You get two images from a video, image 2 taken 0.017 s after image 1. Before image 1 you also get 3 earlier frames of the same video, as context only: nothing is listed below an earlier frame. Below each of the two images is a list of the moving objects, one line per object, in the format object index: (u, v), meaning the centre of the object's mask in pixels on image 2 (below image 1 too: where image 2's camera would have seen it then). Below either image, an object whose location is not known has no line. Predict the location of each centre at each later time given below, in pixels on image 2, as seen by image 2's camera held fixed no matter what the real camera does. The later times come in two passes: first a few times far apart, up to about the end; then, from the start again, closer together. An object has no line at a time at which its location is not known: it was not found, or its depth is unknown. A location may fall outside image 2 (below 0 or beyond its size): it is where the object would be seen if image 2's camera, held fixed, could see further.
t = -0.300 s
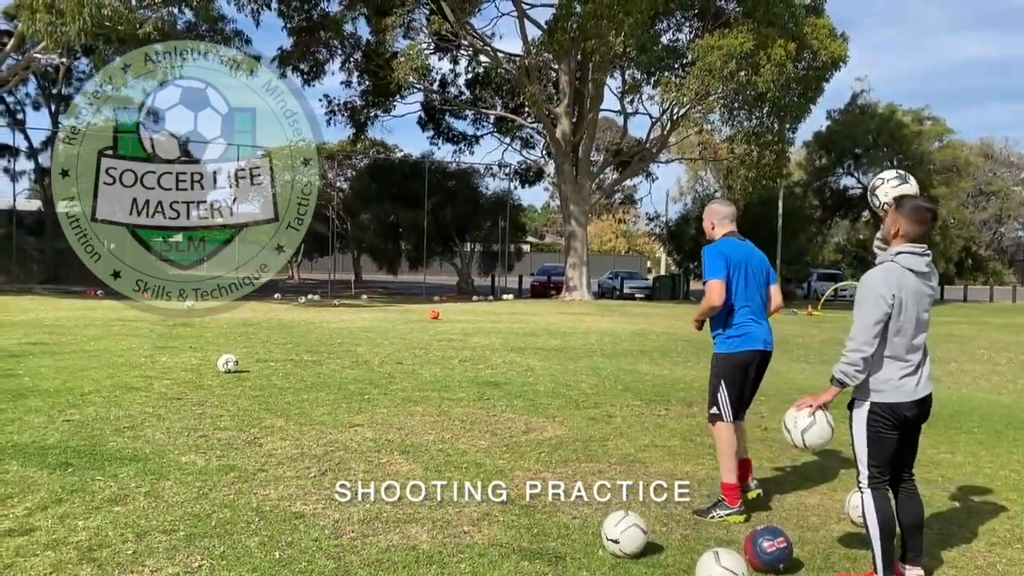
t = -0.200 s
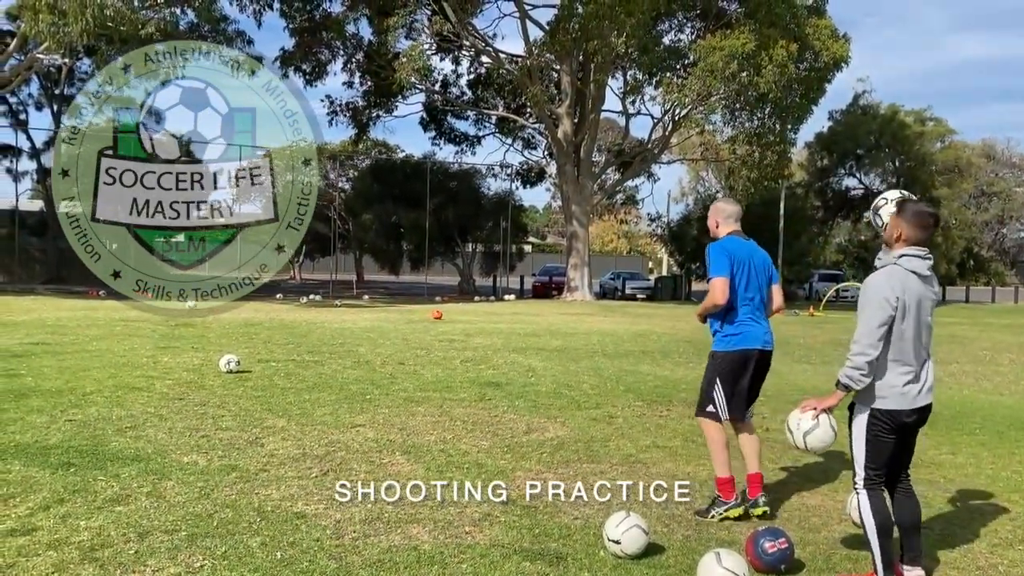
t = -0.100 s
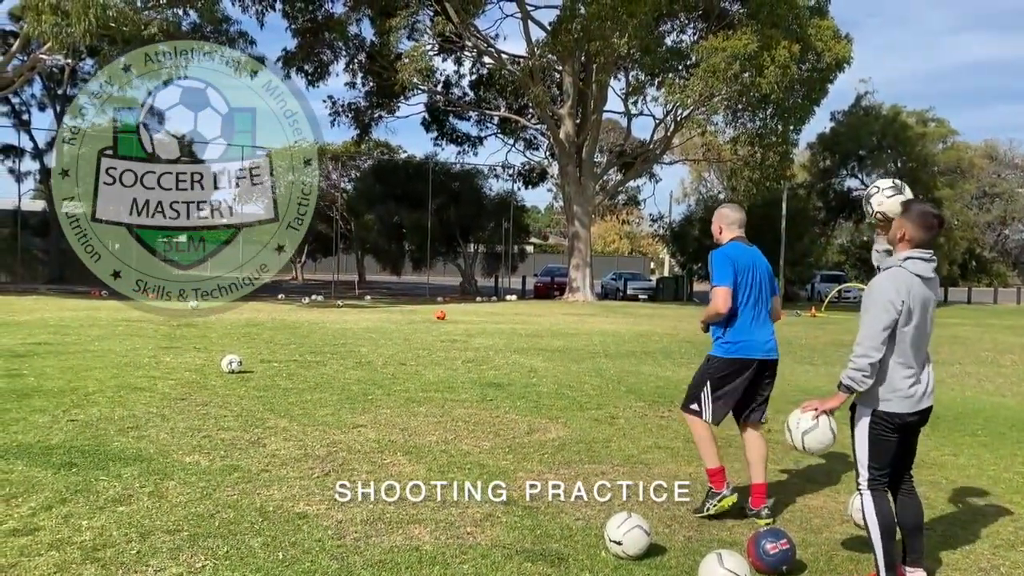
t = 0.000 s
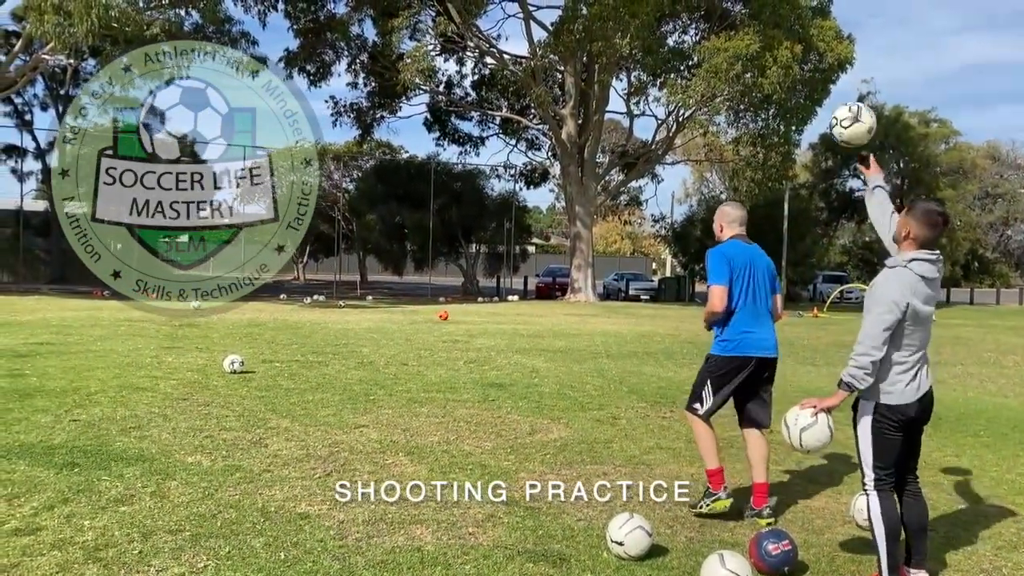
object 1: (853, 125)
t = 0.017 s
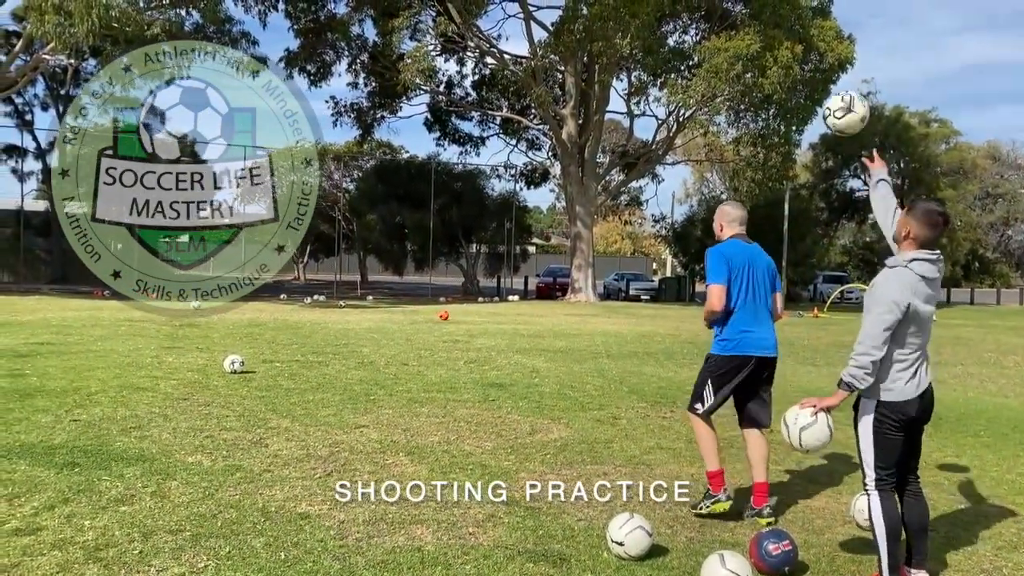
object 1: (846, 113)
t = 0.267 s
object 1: (753, 24)
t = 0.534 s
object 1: (678, 58)
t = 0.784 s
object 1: (620, 163)
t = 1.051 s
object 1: (571, 326)
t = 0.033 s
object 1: (839, 103)
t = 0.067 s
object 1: (825, 83)
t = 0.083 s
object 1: (818, 75)
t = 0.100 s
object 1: (812, 67)
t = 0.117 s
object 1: (806, 61)
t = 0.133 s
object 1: (799, 55)
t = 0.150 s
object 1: (793, 48)
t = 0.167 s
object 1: (787, 43)
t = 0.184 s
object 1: (782, 38)
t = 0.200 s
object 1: (776, 34)
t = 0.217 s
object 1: (770, 31)
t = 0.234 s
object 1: (764, 29)
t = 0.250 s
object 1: (759, 26)
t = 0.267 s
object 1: (753, 24)
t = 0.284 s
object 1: (748, 23)
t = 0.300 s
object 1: (743, 22)
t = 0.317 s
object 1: (738, 22)
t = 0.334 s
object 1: (732, 22)
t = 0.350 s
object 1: (728, 23)
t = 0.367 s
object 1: (723, 24)
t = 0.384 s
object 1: (718, 26)
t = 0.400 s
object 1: (713, 28)
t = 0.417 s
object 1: (708, 30)
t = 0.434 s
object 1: (704, 33)
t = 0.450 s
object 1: (698, 36)
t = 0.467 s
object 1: (694, 40)
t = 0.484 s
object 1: (690, 45)
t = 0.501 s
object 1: (686, 49)
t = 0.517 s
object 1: (682, 53)
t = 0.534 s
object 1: (678, 58)
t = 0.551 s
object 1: (674, 63)
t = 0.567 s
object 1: (669, 68)
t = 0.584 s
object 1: (665, 74)
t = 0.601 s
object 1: (662, 79)
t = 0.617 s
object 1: (657, 86)
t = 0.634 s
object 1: (654, 93)
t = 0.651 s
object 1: (650, 100)
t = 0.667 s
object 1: (645, 107)
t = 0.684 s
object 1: (642, 115)
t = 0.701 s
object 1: (638, 124)
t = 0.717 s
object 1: (635, 128)
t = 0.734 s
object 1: (630, 137)
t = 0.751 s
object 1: (628, 146)
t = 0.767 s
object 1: (624, 155)
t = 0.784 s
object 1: (620, 163)
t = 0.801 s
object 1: (617, 173)
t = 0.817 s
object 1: (614, 182)
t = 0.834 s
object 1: (611, 192)
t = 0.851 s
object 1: (608, 201)
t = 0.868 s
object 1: (604, 210)
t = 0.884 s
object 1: (602, 219)
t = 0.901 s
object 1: (598, 229)
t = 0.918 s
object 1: (596, 239)
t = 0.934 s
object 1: (593, 250)
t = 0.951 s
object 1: (589, 260)
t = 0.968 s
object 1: (586, 271)
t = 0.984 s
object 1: (583, 281)
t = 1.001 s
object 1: (580, 292)
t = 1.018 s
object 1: (577, 303)
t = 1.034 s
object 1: (574, 315)
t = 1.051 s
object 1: (571, 326)
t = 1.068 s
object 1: (568, 338)
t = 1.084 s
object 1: (565, 349)
